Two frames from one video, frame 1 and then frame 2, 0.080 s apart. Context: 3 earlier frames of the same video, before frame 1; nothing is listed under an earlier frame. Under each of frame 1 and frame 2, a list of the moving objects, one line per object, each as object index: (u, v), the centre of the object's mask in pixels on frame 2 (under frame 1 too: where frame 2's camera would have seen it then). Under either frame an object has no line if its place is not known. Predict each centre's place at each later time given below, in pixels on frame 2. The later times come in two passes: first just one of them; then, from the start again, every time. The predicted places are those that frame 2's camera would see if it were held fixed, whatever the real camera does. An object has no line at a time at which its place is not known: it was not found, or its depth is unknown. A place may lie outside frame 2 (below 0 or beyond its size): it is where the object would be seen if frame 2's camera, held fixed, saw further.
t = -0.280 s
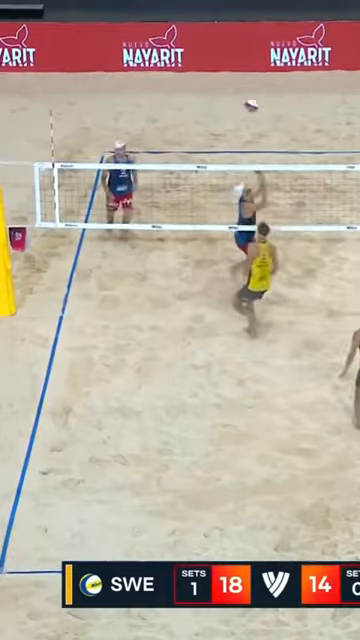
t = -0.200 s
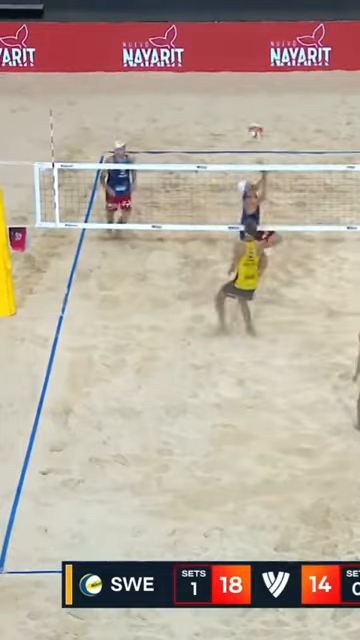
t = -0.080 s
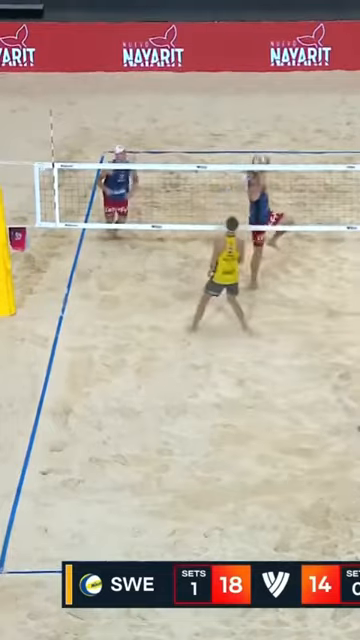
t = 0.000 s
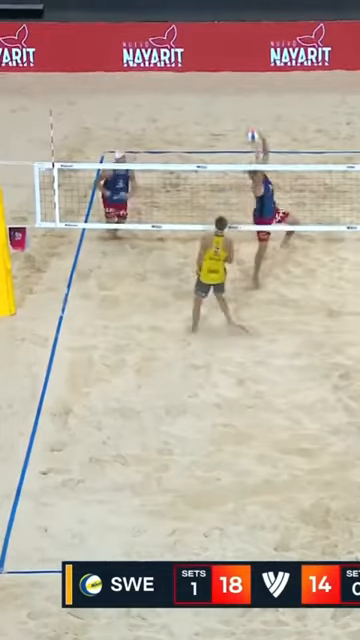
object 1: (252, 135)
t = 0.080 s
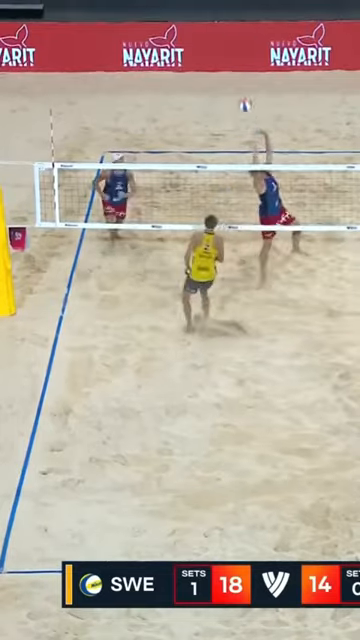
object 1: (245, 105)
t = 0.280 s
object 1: (226, 48)
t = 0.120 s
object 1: (242, 92)
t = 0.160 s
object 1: (238, 79)
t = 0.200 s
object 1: (233, 67)
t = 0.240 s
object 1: (230, 57)
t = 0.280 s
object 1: (226, 48)
